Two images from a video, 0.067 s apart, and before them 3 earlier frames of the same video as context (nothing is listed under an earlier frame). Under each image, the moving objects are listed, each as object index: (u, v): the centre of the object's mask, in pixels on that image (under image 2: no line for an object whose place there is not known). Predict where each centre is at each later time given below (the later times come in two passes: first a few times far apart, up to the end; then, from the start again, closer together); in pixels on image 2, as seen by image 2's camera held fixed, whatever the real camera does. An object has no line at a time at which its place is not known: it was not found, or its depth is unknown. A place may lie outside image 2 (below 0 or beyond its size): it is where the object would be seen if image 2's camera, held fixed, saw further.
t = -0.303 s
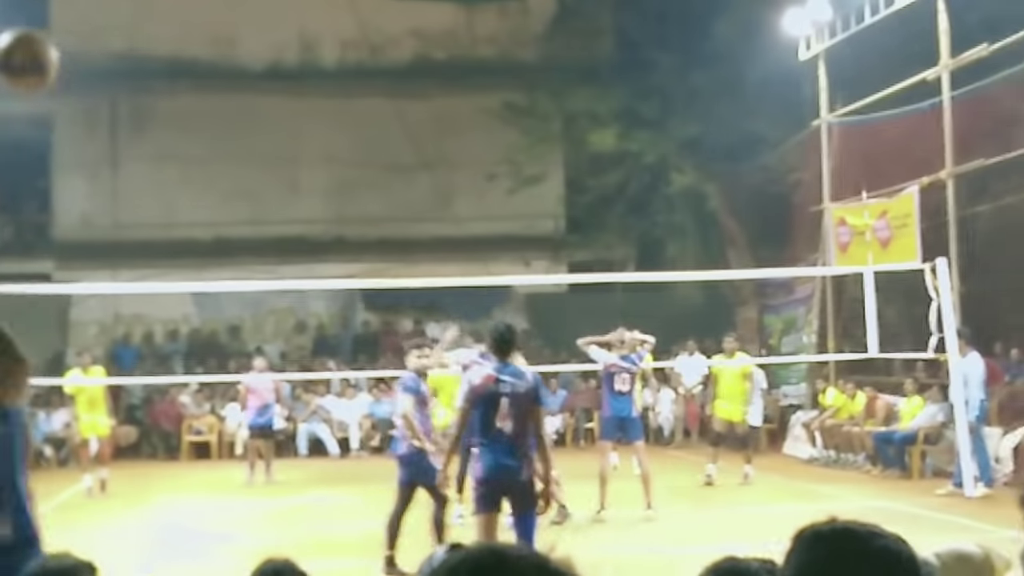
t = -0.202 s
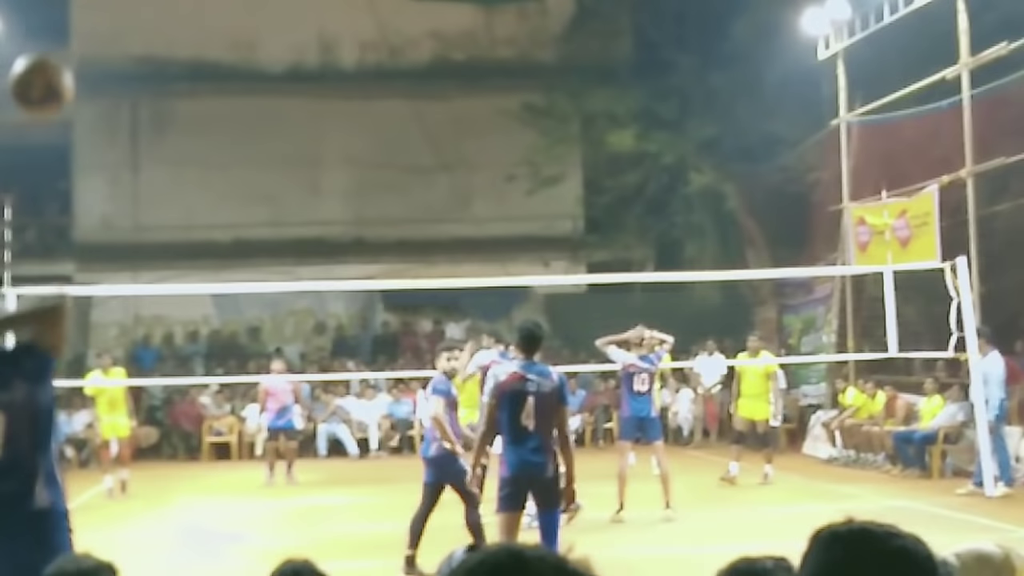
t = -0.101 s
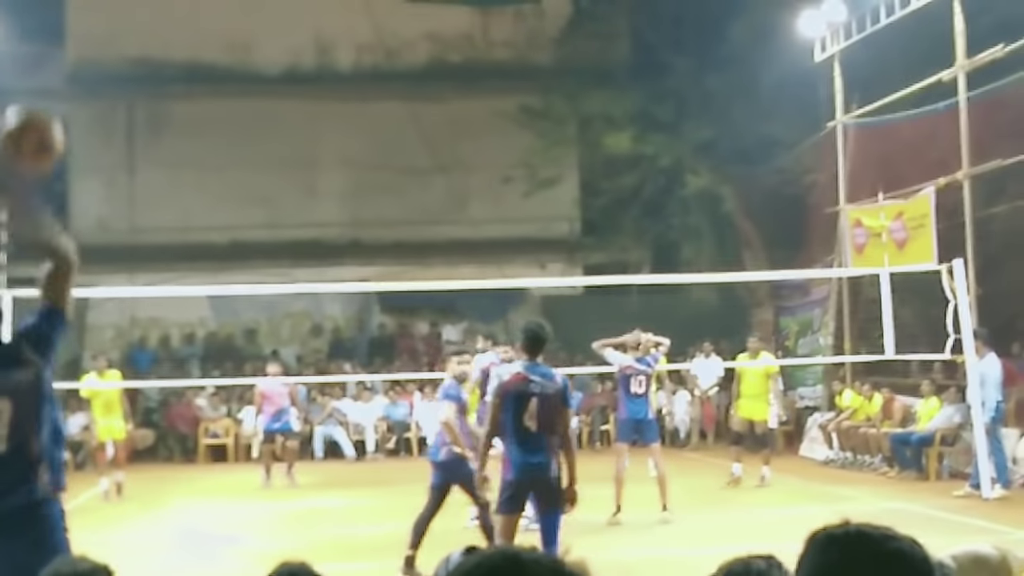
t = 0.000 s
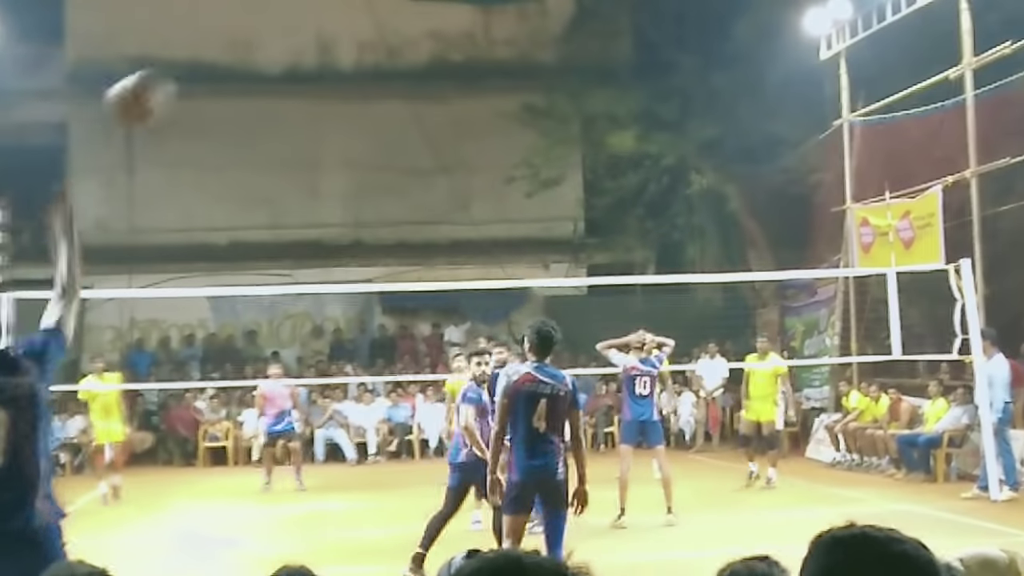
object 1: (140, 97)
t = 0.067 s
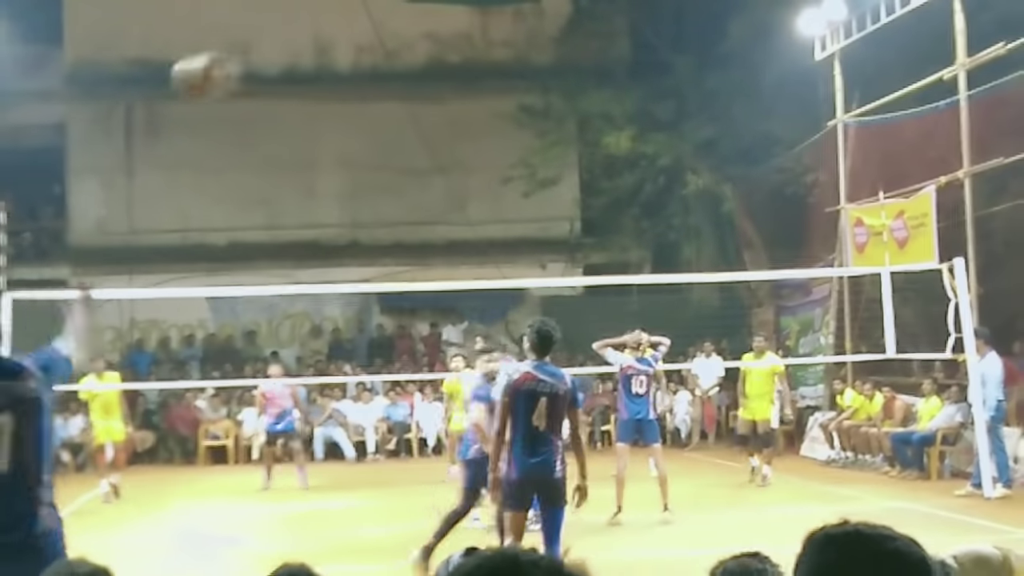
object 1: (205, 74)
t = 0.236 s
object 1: (324, 62)
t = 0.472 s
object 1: (425, 109)
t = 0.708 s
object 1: (478, 186)
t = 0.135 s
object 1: (260, 62)
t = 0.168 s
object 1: (283, 60)
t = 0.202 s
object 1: (304, 60)
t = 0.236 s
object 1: (324, 62)
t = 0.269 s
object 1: (341, 65)
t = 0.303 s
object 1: (358, 69)
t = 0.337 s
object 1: (374, 75)
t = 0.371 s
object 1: (388, 83)
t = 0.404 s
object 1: (401, 90)
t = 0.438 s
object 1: (413, 99)
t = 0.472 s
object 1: (425, 109)
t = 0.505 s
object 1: (435, 120)
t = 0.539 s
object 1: (444, 130)
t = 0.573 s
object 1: (451, 141)
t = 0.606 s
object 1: (459, 152)
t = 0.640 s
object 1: (466, 164)
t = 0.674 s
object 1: (472, 175)
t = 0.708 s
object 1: (478, 186)
